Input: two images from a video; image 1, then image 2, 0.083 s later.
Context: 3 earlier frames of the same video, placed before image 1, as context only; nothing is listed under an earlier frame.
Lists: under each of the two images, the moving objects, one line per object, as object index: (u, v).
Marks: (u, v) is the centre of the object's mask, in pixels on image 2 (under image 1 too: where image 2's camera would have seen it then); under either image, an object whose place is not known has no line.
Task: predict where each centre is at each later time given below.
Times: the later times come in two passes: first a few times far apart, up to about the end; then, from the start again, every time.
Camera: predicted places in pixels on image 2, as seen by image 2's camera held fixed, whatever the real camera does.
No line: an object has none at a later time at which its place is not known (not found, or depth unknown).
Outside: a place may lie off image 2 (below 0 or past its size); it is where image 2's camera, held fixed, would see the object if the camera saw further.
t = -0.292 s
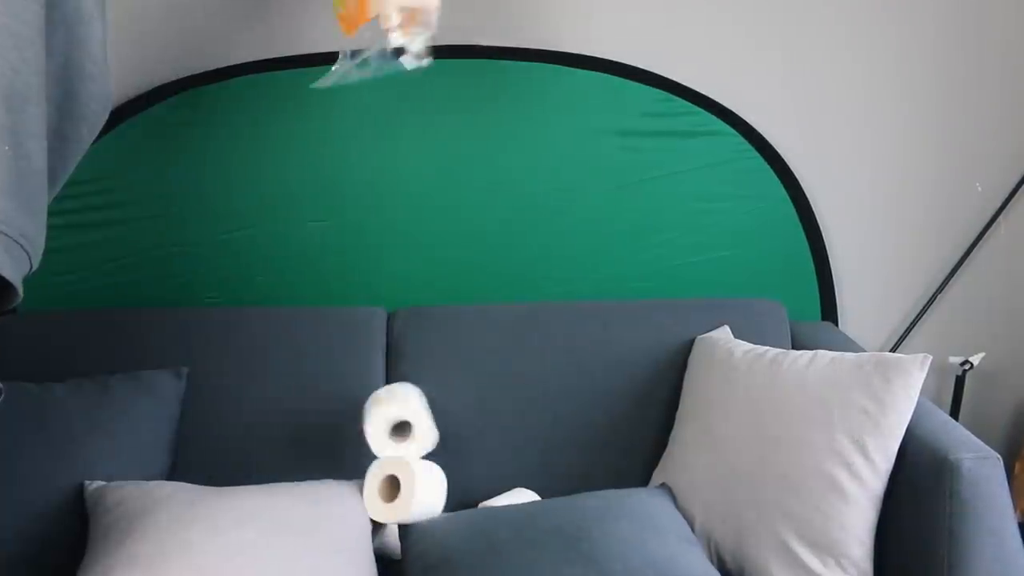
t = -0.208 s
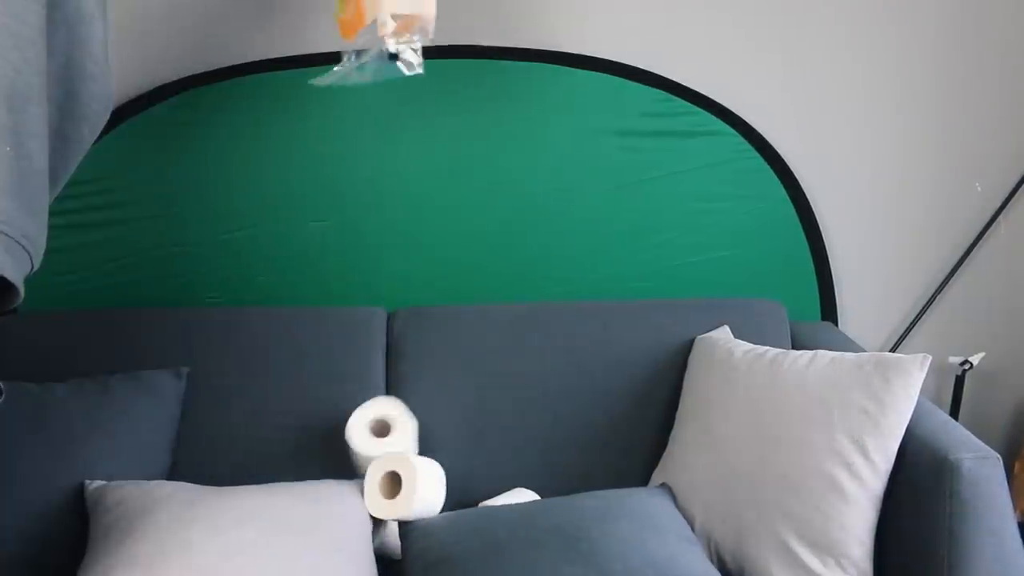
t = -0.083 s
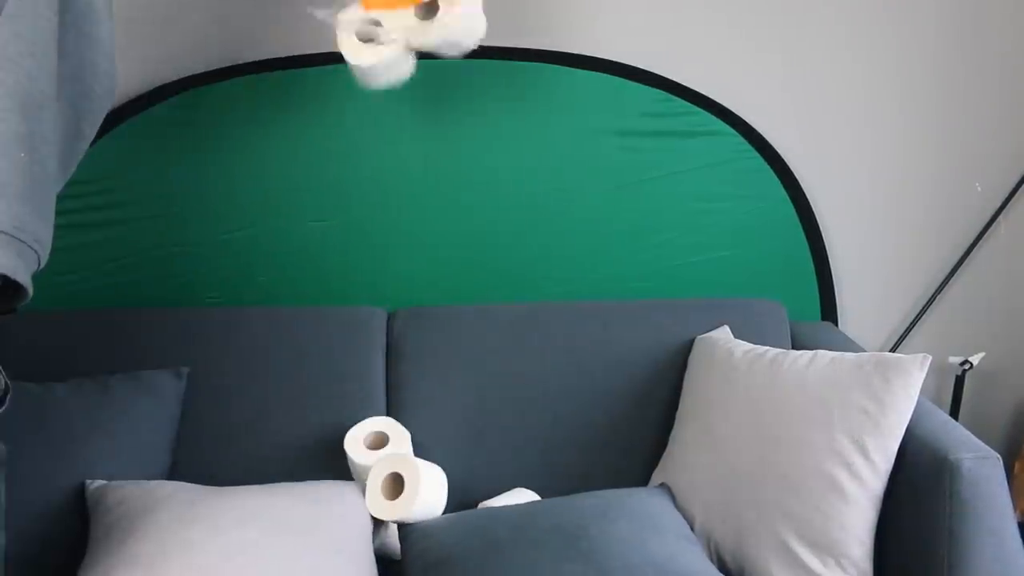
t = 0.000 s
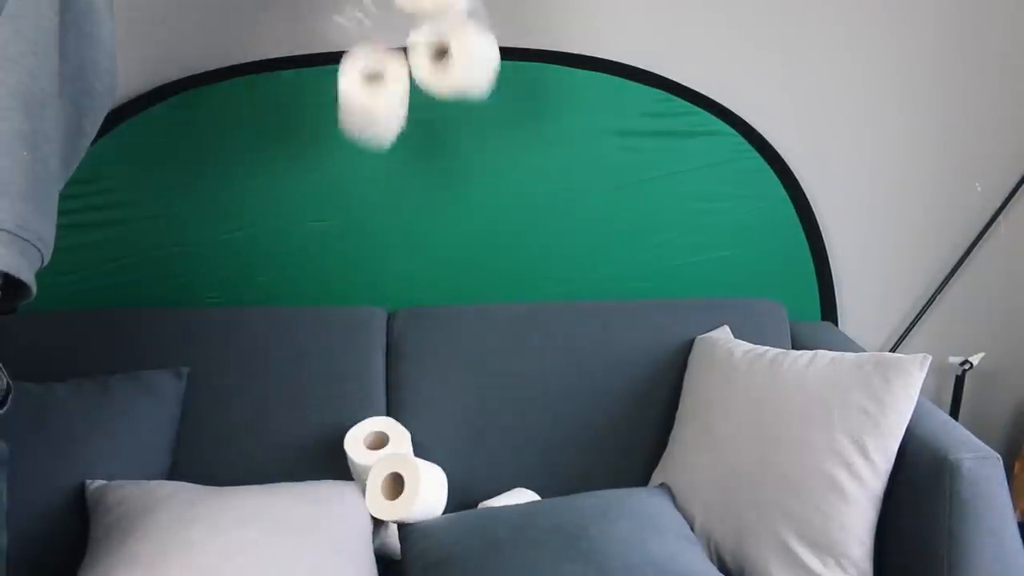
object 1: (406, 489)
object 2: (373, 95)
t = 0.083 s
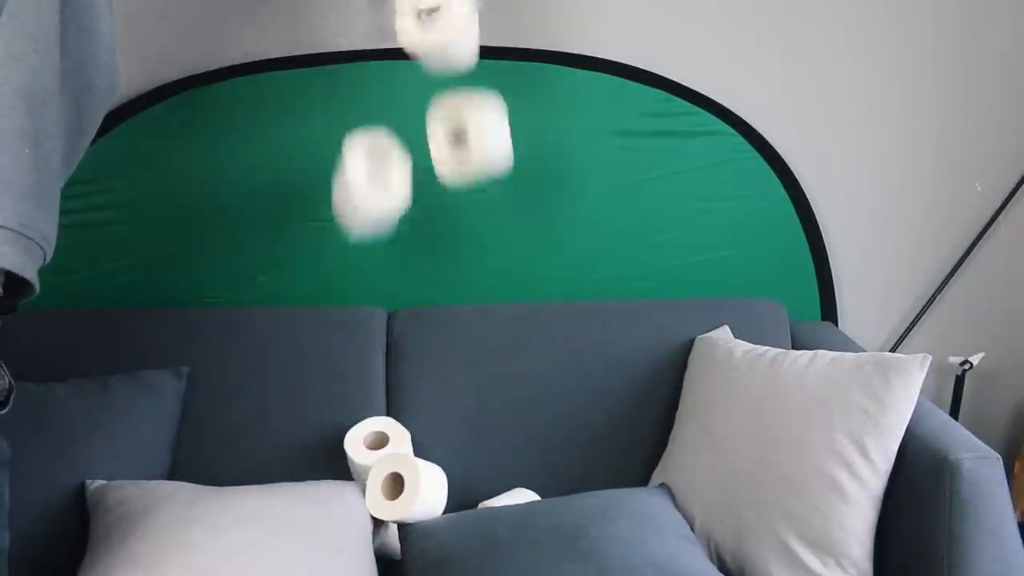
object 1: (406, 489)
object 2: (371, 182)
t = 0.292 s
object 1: (405, 490)
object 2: (362, 438)
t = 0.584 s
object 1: (419, 497)
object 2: (365, 509)
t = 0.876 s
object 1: (414, 489)
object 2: (385, 549)
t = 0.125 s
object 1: (406, 489)
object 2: (371, 239)
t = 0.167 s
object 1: (406, 489)
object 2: (371, 308)
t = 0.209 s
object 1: (406, 489)
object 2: (373, 396)
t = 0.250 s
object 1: (406, 490)
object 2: (367, 430)
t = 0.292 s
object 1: (405, 490)
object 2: (362, 438)
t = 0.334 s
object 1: (406, 492)
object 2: (355, 448)
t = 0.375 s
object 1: (406, 496)
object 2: (351, 457)
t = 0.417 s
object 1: (408, 500)
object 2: (345, 465)
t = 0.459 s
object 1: (409, 499)
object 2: (340, 476)
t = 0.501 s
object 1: (413, 501)
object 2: (345, 482)
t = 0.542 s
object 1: (412, 506)
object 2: (354, 492)
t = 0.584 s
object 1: (419, 497)
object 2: (365, 509)
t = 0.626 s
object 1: (409, 487)
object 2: (379, 536)
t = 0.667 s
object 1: (405, 491)
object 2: (394, 549)
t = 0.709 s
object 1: (407, 489)
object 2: (391, 549)
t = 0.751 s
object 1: (409, 488)
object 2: (382, 547)
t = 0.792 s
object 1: (411, 487)
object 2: (380, 545)
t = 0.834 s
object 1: (413, 488)
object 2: (382, 545)
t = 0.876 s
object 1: (414, 489)
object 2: (385, 549)
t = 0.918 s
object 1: (416, 489)
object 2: (391, 550)
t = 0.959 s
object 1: (418, 489)
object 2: (390, 549)
